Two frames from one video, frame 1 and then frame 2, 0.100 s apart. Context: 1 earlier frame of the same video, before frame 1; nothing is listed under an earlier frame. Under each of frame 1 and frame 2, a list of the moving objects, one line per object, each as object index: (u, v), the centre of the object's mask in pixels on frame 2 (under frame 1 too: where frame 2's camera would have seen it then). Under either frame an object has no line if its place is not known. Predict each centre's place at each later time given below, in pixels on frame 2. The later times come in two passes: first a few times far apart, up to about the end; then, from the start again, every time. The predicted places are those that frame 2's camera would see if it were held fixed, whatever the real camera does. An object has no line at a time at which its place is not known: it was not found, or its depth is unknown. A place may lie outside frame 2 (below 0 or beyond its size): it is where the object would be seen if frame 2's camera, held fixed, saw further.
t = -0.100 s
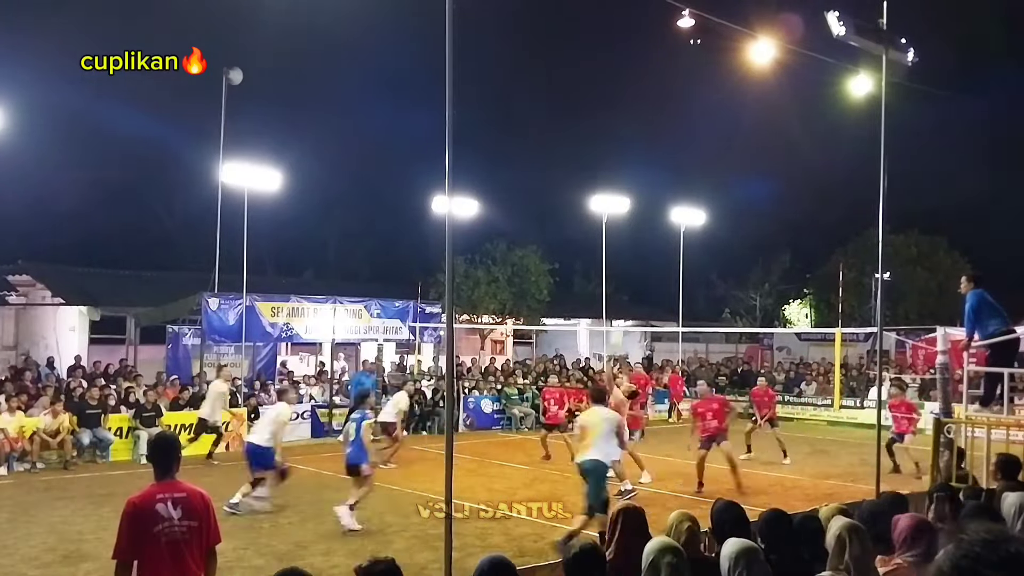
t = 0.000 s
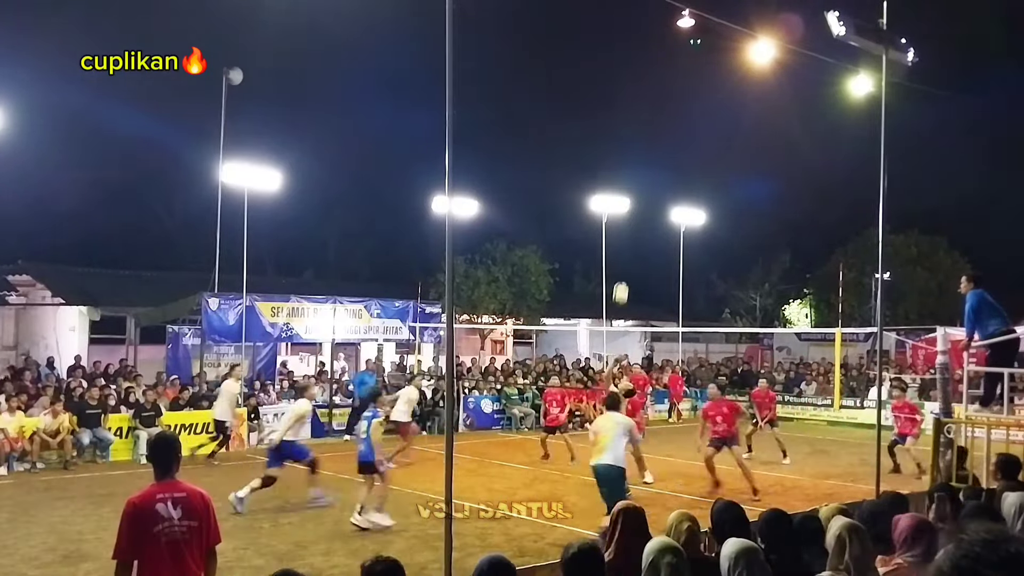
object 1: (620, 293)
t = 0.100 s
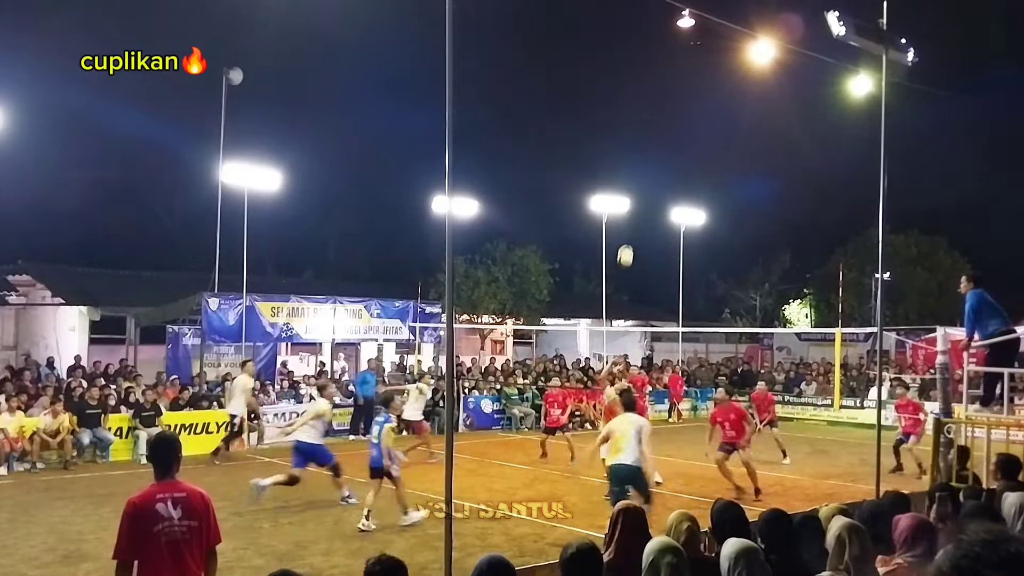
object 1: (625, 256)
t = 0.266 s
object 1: (634, 209)
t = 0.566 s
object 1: (644, 174)
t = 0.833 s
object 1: (654, 195)
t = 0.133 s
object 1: (627, 245)
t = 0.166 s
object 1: (628, 235)
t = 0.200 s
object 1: (630, 226)
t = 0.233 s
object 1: (631, 218)
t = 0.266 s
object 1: (634, 209)
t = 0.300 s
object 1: (635, 202)
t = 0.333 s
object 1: (636, 196)
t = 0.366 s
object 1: (637, 191)
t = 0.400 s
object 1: (638, 186)
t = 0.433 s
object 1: (640, 182)
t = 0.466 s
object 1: (641, 179)
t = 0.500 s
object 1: (642, 177)
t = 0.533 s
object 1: (643, 175)
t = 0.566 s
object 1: (644, 174)
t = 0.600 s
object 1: (646, 174)
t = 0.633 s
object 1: (647, 175)
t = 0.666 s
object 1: (648, 176)
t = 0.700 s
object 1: (649, 178)
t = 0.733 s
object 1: (651, 181)
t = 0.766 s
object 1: (652, 185)
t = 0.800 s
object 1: (653, 190)
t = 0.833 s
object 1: (654, 195)
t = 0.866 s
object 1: (655, 201)
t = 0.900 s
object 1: (656, 208)
